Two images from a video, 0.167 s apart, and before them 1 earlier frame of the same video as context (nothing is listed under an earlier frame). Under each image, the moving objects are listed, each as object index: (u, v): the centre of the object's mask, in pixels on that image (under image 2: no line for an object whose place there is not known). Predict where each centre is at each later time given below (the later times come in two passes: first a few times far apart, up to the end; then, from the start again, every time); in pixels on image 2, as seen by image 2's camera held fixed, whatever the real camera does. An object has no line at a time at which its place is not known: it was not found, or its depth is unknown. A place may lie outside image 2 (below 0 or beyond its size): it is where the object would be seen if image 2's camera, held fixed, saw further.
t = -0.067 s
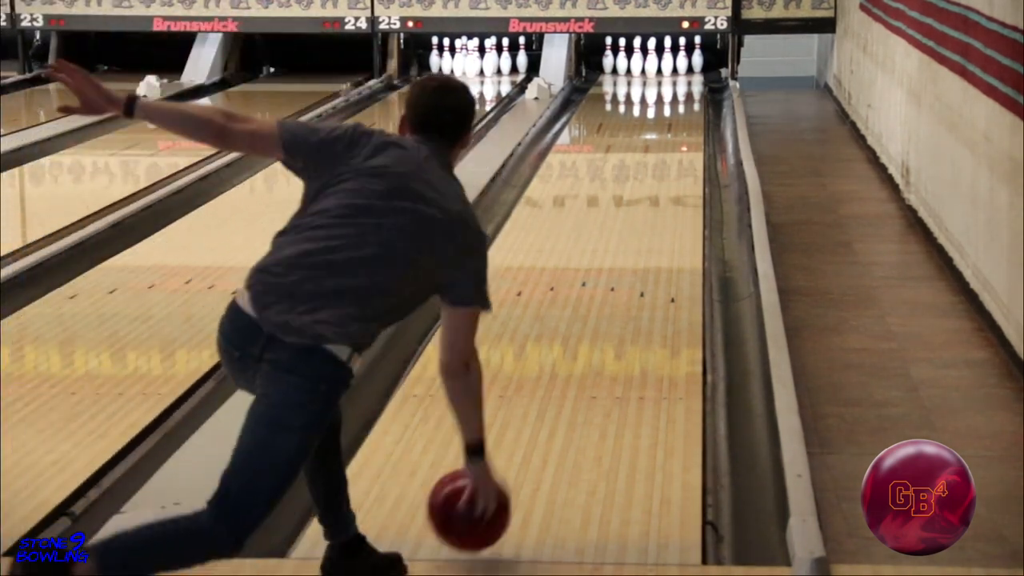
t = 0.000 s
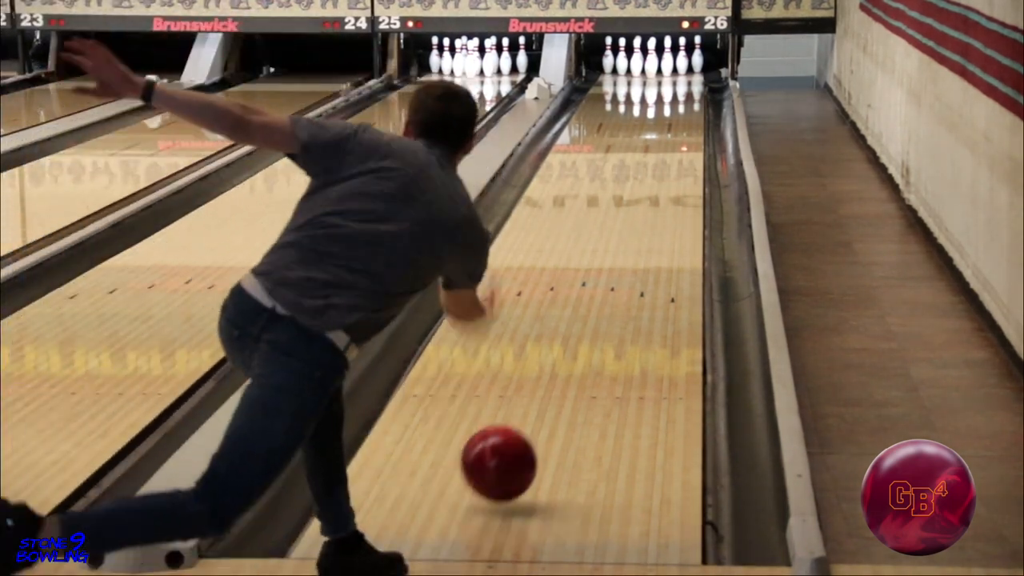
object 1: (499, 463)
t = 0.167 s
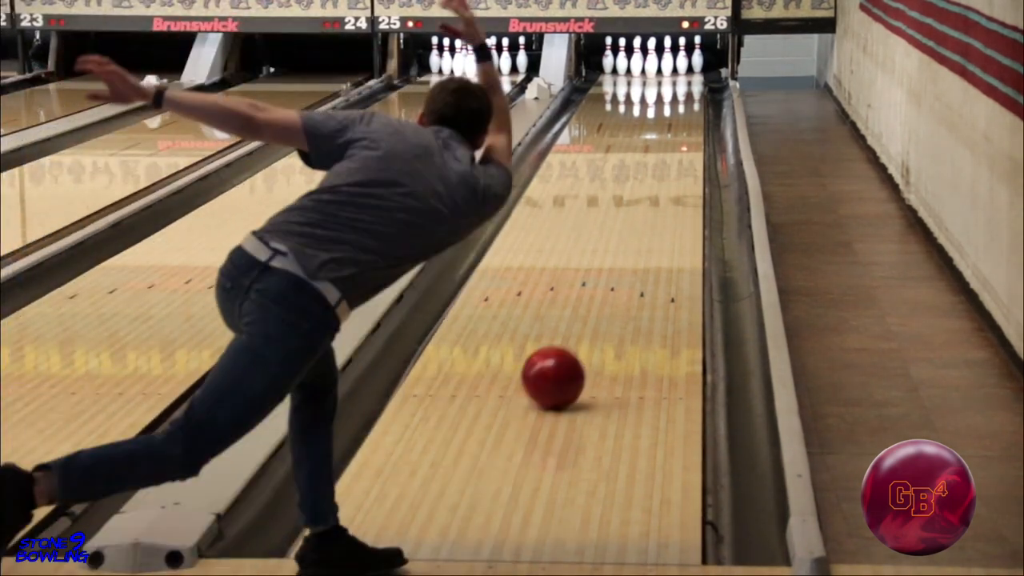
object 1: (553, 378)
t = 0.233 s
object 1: (570, 348)
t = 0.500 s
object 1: (618, 261)
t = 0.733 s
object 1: (646, 209)
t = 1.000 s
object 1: (666, 165)
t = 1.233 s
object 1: (678, 135)
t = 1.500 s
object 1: (684, 110)
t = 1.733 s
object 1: (682, 93)
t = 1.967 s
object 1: (673, 80)
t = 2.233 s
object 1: (660, 67)
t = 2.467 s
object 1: (661, 63)
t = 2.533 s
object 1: (661, 60)
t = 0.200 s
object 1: (562, 362)
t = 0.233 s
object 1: (570, 348)
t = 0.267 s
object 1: (577, 335)
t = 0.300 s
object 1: (584, 322)
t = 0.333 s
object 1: (591, 311)
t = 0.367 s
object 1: (597, 300)
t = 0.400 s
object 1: (603, 289)
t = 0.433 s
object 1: (608, 279)
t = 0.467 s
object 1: (614, 270)
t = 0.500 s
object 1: (618, 261)
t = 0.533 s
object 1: (623, 252)
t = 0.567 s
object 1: (628, 243)
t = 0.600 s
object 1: (632, 236)
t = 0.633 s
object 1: (635, 229)
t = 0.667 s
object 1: (639, 222)
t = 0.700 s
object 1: (643, 215)
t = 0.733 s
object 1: (646, 209)
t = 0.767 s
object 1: (649, 202)
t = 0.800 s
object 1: (652, 197)
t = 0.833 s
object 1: (655, 191)
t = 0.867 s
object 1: (657, 185)
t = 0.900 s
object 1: (660, 180)
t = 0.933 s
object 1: (662, 174)
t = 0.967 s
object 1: (664, 170)
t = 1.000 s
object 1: (666, 165)
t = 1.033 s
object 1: (668, 160)
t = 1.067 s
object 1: (670, 155)
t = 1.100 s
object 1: (672, 151)
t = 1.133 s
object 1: (673, 147)
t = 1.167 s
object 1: (675, 142)
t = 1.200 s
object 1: (676, 138)
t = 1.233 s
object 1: (678, 135)
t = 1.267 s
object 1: (679, 132)
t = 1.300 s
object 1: (680, 128)
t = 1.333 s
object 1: (681, 125)
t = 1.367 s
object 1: (682, 122)
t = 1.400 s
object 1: (682, 119)
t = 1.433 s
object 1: (683, 116)
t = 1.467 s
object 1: (684, 113)
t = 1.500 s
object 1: (684, 110)
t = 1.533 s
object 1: (684, 107)
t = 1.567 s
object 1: (684, 105)
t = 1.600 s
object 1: (684, 103)
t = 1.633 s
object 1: (684, 100)
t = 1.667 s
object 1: (683, 98)
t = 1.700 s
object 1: (683, 95)
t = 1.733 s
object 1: (682, 93)
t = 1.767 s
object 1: (681, 91)
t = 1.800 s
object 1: (680, 89)
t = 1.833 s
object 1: (679, 87)
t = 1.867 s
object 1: (678, 85)
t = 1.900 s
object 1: (677, 83)
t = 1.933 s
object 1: (675, 82)
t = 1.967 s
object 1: (673, 80)
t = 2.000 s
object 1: (671, 78)
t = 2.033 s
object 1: (669, 77)
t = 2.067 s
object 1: (667, 75)
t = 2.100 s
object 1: (666, 74)
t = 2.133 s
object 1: (663, 72)
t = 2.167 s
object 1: (661, 70)
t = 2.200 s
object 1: (660, 69)
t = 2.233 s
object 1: (660, 67)
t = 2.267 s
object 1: (660, 67)
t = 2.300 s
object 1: (660, 66)
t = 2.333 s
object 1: (660, 65)
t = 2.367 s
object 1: (661, 64)
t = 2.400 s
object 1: (660, 64)
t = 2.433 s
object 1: (661, 63)
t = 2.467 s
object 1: (661, 63)
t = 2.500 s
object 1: (661, 62)
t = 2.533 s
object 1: (661, 60)
